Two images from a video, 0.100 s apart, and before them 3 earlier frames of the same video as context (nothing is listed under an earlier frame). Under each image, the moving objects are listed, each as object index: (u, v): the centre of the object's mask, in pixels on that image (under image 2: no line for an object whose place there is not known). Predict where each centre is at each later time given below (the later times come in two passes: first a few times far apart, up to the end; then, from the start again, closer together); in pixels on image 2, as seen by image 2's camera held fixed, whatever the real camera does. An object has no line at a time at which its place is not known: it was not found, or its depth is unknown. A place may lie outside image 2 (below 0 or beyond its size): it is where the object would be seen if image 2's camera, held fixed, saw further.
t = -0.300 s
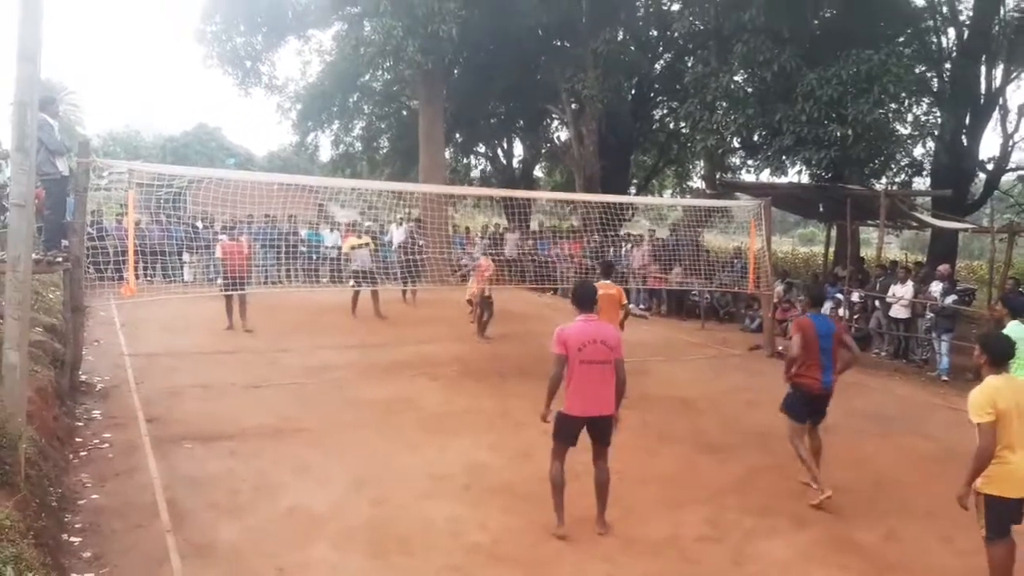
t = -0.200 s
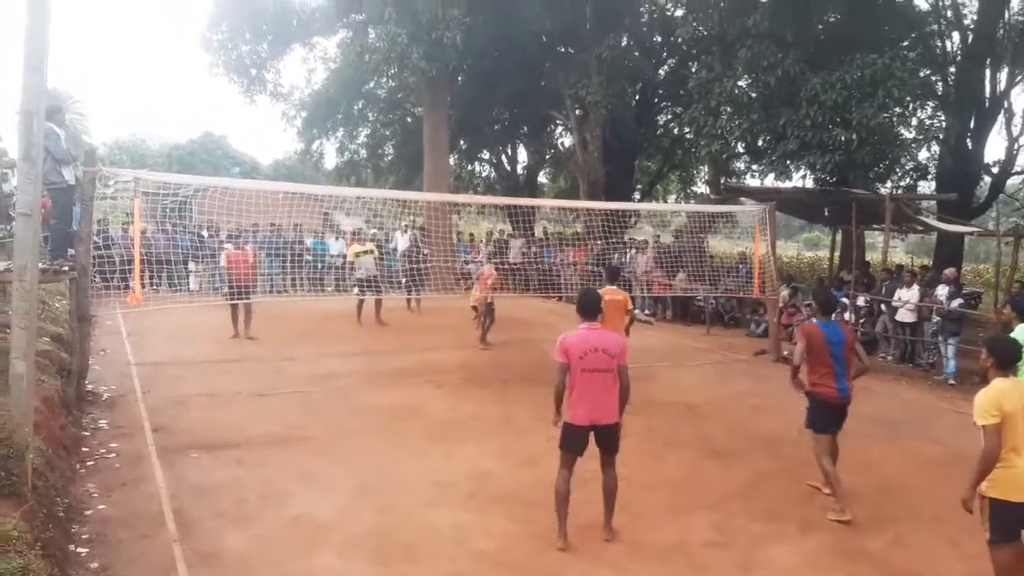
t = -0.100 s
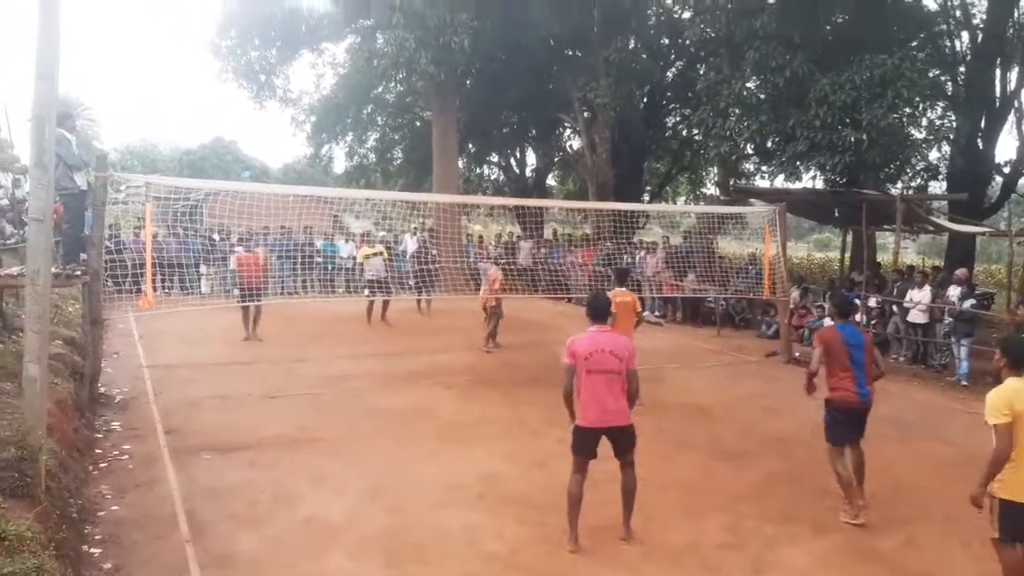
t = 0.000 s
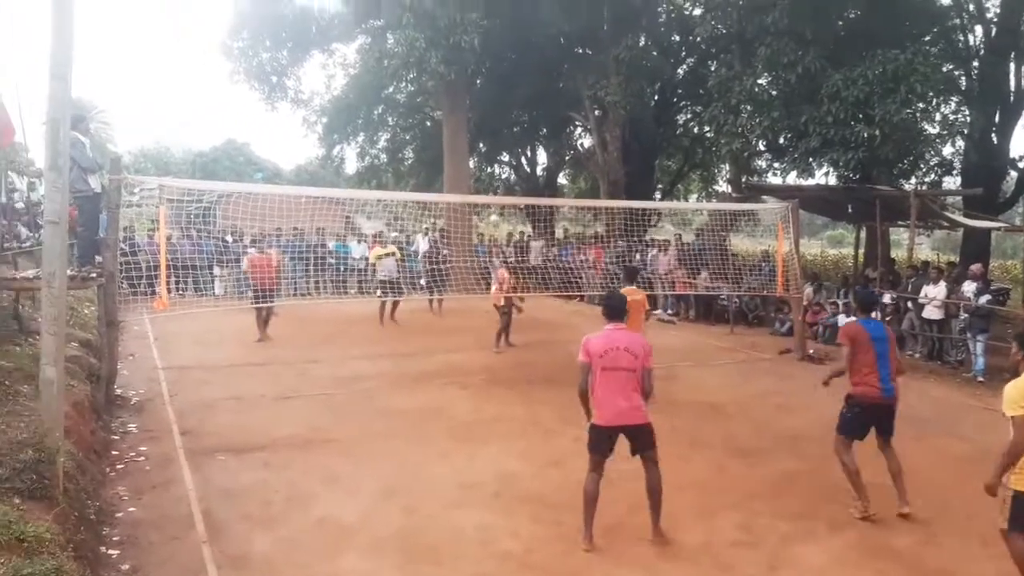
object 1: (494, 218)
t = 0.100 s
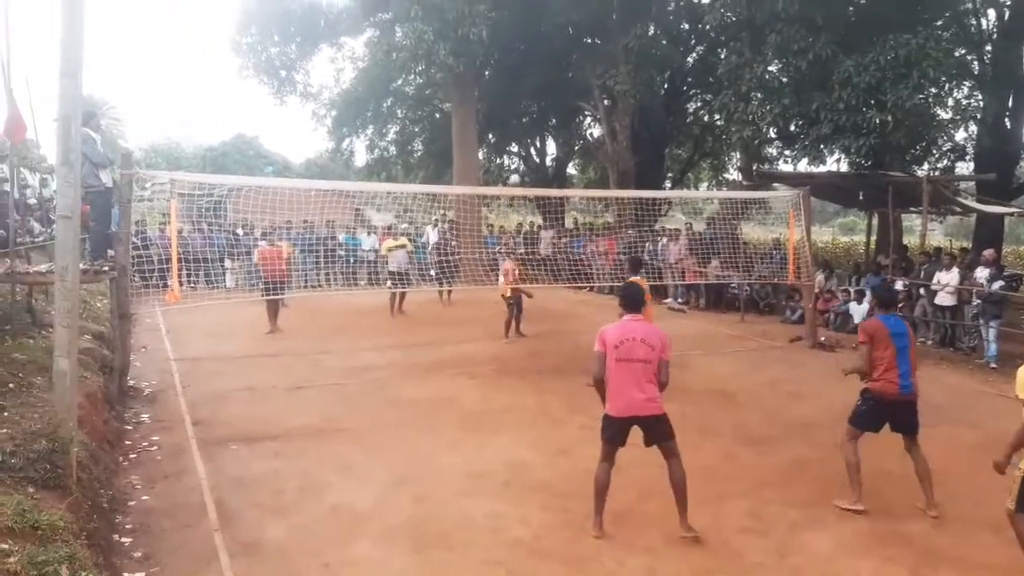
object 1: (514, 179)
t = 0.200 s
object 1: (527, 151)
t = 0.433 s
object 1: (561, 97)
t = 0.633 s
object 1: (599, 76)
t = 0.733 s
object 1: (623, 78)
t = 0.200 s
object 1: (527, 151)
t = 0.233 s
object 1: (530, 143)
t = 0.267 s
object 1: (535, 134)
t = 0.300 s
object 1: (540, 126)
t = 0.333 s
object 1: (545, 118)
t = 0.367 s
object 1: (550, 111)
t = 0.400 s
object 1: (556, 104)
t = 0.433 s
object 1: (561, 97)
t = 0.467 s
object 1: (567, 92)
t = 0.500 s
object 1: (573, 87)
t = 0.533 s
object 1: (579, 84)
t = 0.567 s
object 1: (585, 80)
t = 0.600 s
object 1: (592, 78)
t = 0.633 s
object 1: (599, 76)
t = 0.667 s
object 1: (606, 75)
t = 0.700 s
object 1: (615, 75)
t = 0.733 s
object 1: (623, 78)
